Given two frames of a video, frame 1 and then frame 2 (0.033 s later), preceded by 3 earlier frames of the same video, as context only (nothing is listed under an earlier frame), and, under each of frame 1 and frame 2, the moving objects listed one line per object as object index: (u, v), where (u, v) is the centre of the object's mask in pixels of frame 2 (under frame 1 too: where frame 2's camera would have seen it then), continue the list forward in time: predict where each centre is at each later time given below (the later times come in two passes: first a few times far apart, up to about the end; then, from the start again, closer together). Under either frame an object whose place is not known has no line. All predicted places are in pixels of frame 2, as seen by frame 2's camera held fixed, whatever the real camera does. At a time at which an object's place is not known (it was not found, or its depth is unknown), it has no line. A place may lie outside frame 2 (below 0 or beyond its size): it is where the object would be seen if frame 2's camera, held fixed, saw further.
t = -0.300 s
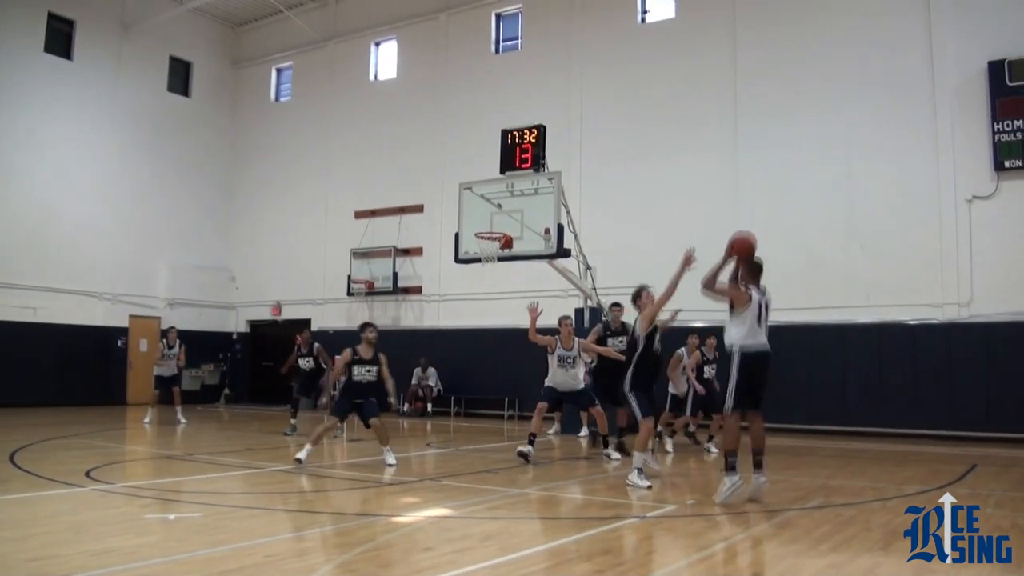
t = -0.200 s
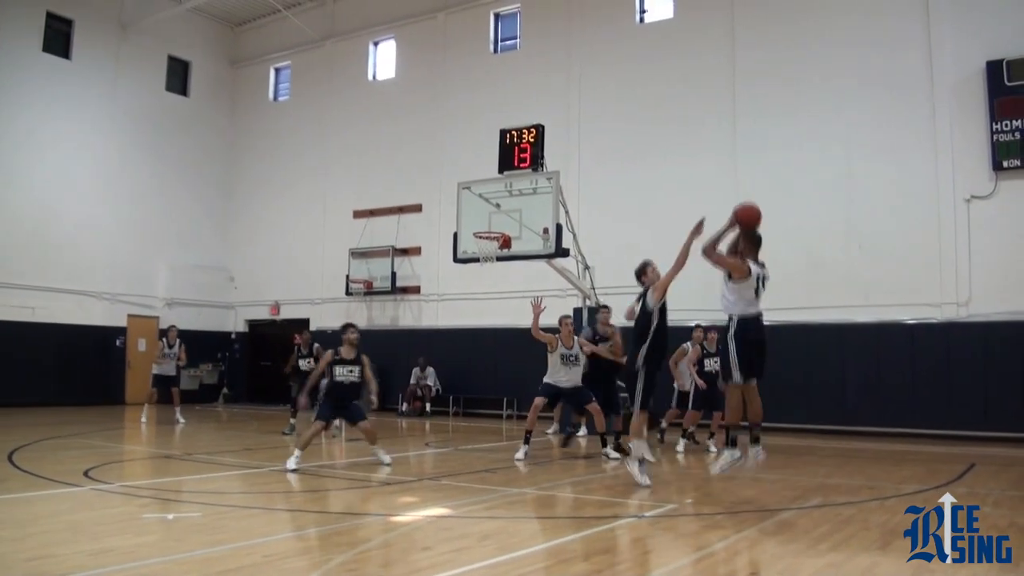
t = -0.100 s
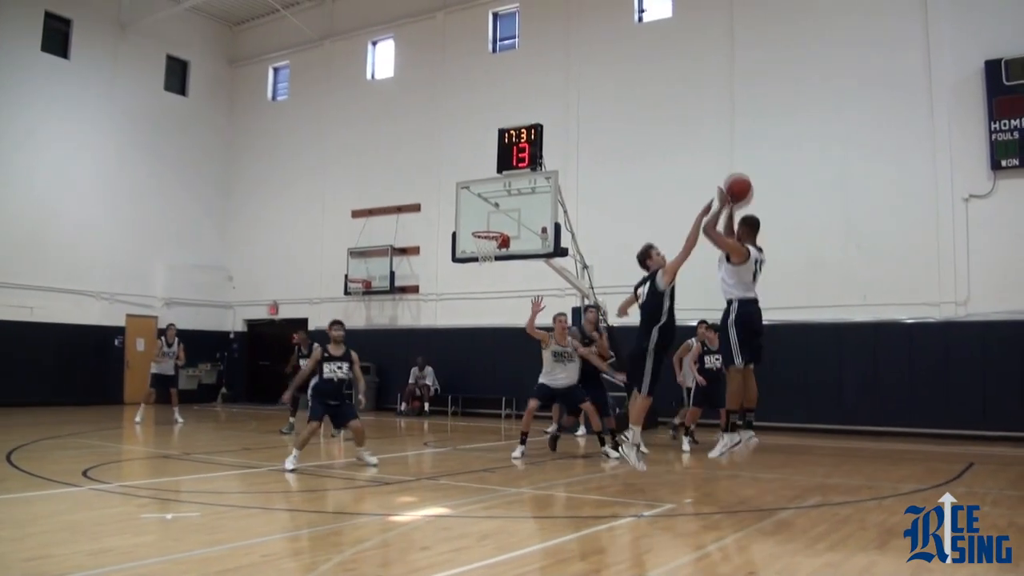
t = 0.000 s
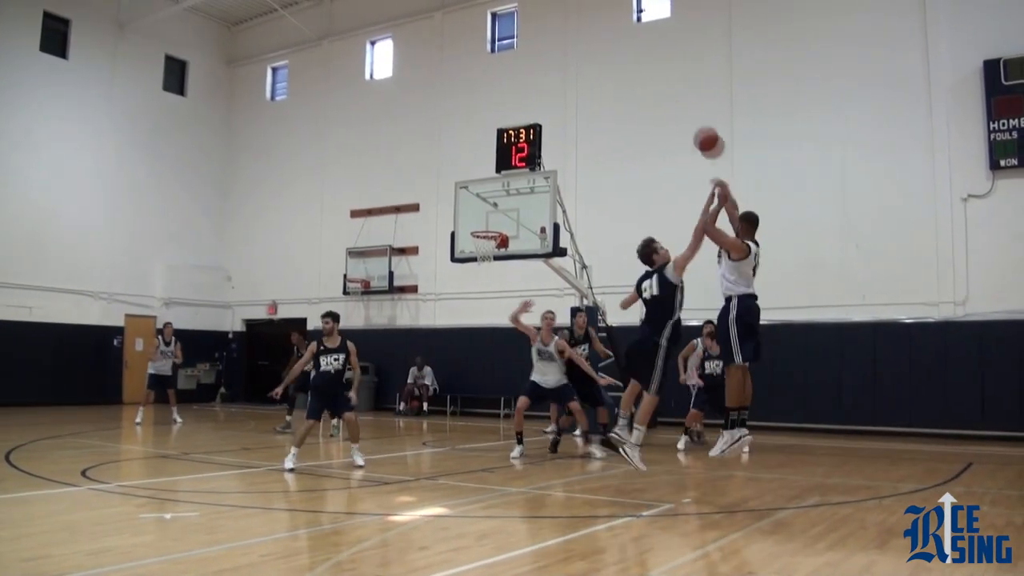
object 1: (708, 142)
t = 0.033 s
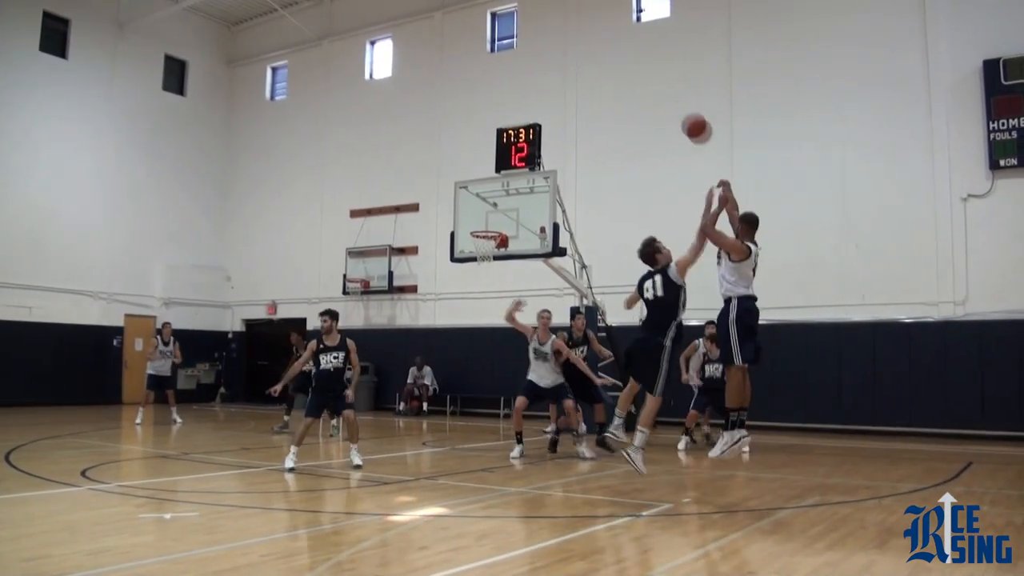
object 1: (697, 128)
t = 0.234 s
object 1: (635, 78)
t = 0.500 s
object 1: (573, 73)
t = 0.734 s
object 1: (530, 111)
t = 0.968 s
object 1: (494, 178)
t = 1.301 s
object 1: (449, 245)
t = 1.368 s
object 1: (437, 251)
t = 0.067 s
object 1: (685, 116)
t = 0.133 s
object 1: (664, 97)
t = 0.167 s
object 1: (654, 89)
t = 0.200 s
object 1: (644, 83)
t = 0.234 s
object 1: (635, 78)
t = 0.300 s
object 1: (618, 71)
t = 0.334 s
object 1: (610, 69)
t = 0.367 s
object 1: (602, 68)
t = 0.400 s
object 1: (594, 68)
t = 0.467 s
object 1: (580, 71)
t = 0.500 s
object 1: (573, 73)
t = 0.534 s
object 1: (566, 77)
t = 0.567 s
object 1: (560, 80)
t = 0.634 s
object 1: (547, 91)
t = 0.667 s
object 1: (541, 97)
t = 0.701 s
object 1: (536, 103)
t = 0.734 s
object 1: (530, 111)
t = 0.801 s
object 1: (520, 125)
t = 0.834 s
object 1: (513, 135)
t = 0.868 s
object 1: (506, 148)
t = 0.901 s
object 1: (504, 156)
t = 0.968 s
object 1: (494, 178)
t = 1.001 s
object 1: (489, 189)
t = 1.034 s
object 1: (485, 202)
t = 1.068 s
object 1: (480, 214)
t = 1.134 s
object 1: (473, 232)
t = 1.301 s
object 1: (449, 245)
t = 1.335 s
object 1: (443, 247)
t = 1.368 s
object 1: (437, 251)
